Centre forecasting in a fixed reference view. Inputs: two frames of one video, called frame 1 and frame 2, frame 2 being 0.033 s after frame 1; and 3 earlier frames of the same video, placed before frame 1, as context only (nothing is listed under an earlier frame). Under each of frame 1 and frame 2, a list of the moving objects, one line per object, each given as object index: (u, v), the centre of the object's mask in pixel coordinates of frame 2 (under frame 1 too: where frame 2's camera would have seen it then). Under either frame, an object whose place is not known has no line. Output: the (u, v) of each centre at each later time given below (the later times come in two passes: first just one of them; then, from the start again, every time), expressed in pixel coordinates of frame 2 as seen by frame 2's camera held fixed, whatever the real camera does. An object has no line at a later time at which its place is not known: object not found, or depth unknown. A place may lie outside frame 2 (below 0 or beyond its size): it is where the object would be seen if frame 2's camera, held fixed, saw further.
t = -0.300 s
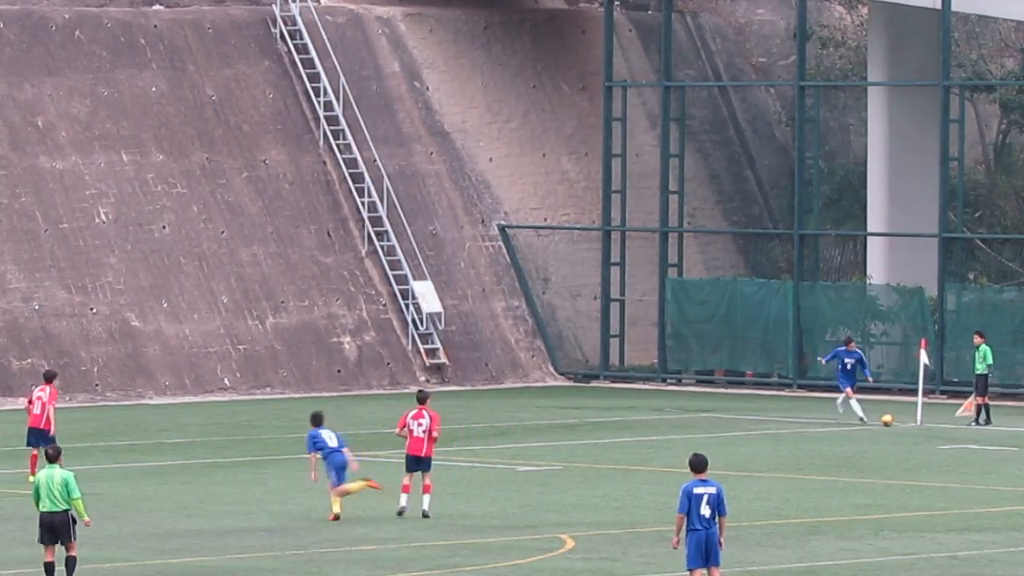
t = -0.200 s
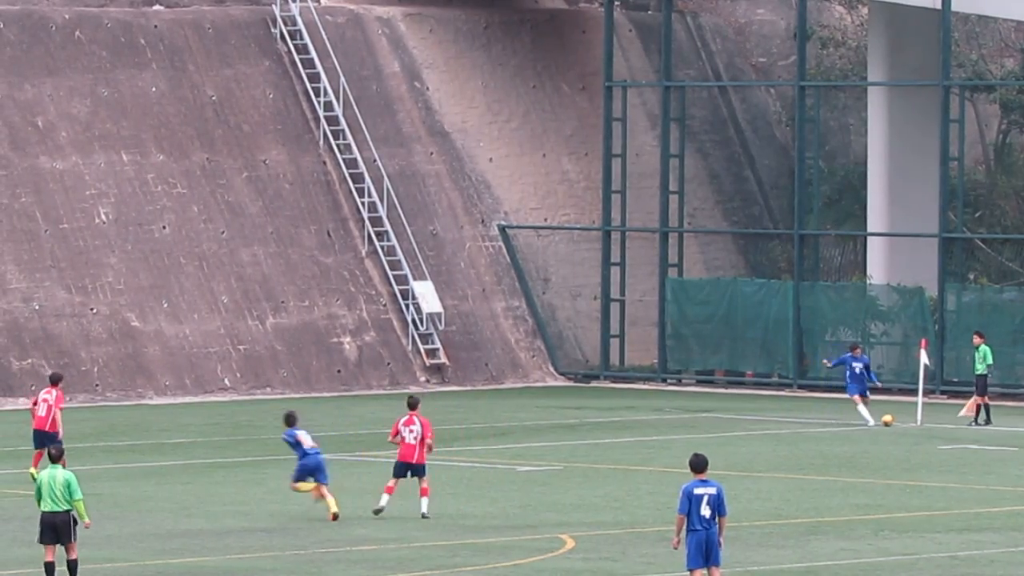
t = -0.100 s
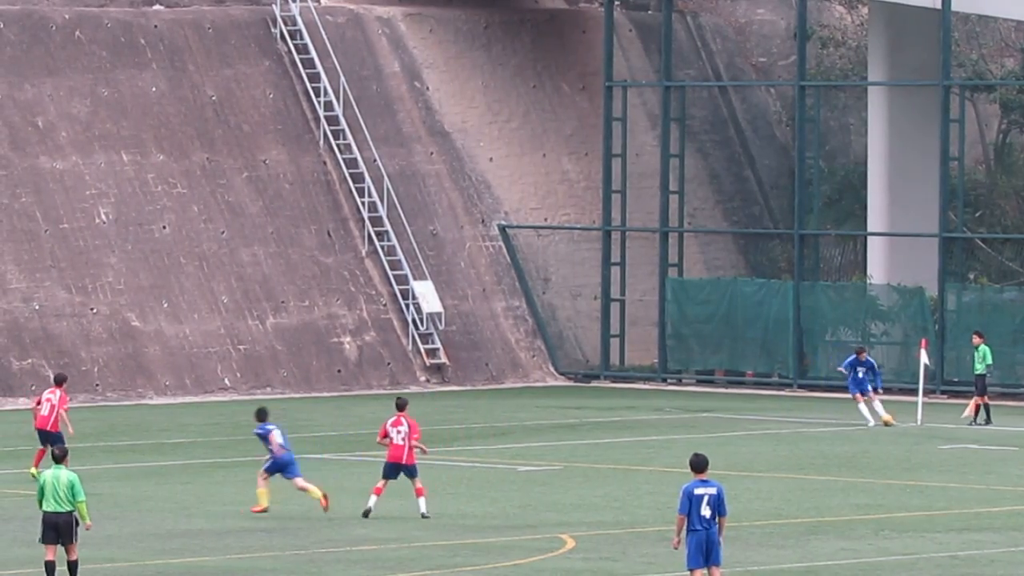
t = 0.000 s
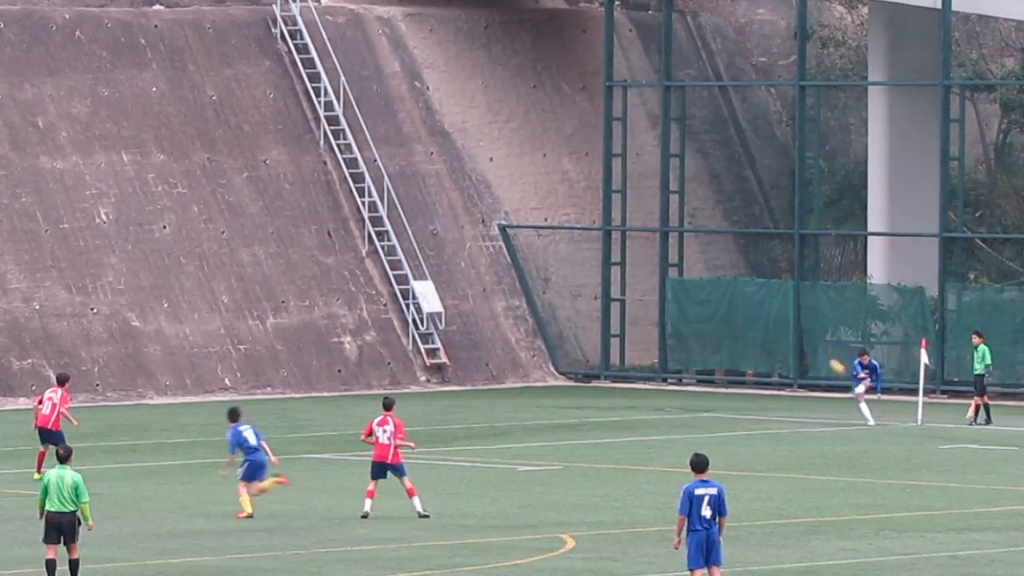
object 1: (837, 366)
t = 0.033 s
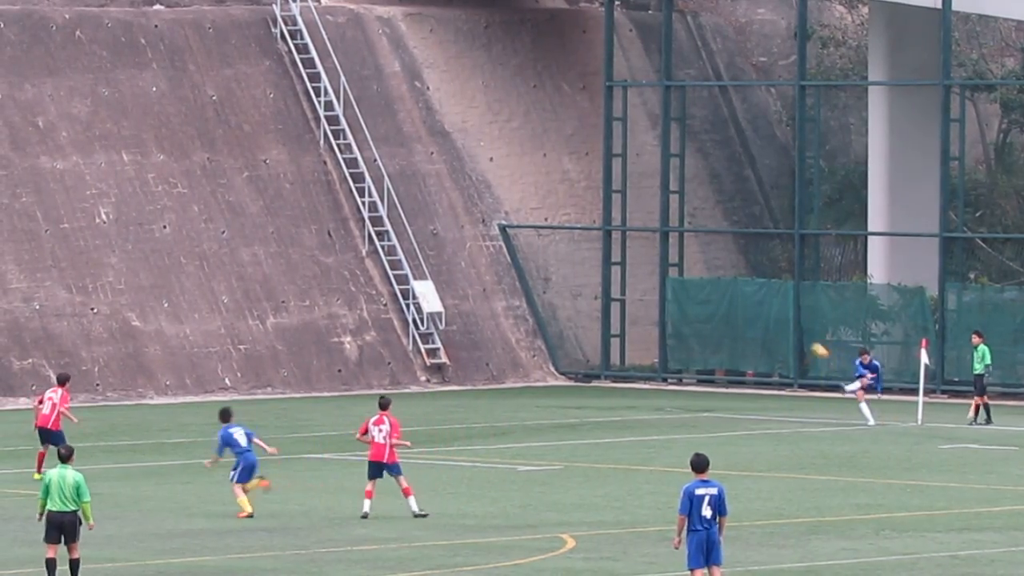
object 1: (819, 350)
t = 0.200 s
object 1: (729, 272)
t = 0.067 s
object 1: (802, 334)
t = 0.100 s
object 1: (785, 318)
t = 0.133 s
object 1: (766, 302)
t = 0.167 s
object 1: (748, 287)
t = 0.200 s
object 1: (729, 272)
